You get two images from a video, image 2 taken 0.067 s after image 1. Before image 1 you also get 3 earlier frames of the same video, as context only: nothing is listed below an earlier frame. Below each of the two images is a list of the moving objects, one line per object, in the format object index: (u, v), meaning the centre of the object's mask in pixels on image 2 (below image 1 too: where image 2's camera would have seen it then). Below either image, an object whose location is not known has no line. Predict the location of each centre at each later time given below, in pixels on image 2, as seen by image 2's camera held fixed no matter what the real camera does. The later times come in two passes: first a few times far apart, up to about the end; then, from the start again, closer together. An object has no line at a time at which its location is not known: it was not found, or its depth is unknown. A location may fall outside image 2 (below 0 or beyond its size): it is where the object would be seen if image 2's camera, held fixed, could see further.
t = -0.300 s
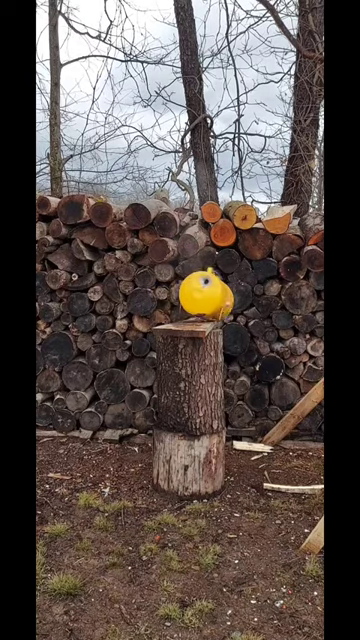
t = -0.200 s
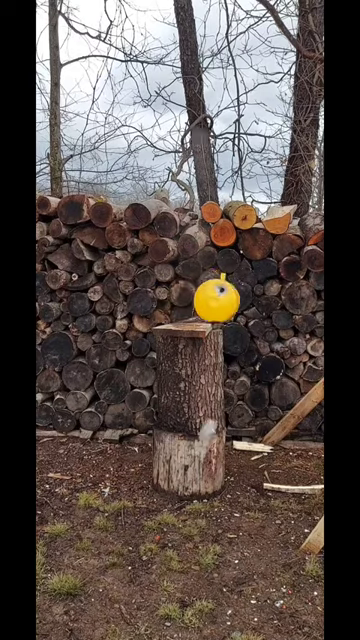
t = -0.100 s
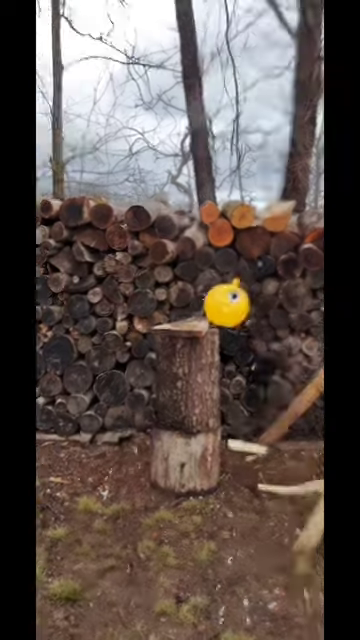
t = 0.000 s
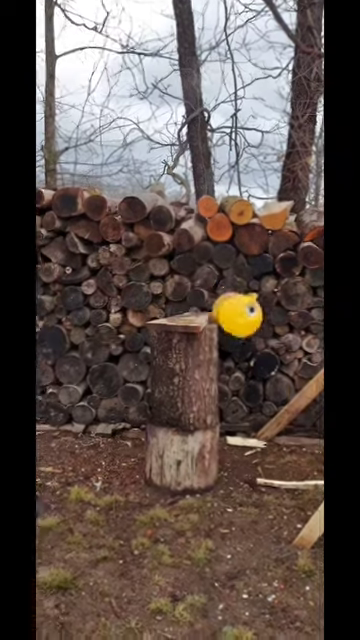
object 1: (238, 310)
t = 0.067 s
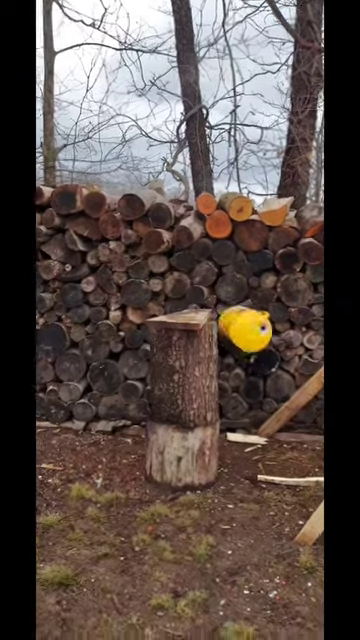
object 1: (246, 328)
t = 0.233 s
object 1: (262, 401)
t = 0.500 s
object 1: (269, 438)
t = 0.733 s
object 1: (270, 446)
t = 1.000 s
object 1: (272, 451)
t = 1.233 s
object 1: (272, 452)
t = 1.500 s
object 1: (272, 451)
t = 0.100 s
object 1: (249, 339)
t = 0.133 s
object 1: (253, 352)
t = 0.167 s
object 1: (255, 368)
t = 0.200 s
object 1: (258, 384)
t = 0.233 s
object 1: (262, 401)
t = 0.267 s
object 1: (265, 420)
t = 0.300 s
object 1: (267, 439)
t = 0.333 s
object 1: (268, 435)
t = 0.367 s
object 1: (268, 433)
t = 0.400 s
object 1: (269, 431)
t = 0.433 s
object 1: (269, 432)
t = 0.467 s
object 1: (269, 434)
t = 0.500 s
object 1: (269, 438)
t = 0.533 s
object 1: (269, 440)
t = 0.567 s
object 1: (269, 443)
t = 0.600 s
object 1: (270, 443)
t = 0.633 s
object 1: (271, 444)
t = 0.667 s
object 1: (271, 445)
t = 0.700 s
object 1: (271, 445)
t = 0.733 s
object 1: (270, 446)
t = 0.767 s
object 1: (270, 447)
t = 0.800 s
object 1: (270, 447)
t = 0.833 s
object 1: (270, 448)
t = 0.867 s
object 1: (271, 449)
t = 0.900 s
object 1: (271, 449)
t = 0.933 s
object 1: (272, 450)
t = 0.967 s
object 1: (272, 451)
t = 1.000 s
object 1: (272, 451)
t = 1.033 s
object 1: (272, 452)
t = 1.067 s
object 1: (272, 452)
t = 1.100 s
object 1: (272, 452)
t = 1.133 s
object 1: (272, 452)
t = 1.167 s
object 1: (272, 452)
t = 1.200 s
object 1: (272, 452)
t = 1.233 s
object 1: (272, 452)
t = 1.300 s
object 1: (272, 452)
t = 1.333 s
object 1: (272, 452)
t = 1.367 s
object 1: (272, 452)
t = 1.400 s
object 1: (272, 452)
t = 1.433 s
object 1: (272, 451)
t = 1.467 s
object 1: (272, 451)
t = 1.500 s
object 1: (272, 451)
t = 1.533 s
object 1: (272, 451)
